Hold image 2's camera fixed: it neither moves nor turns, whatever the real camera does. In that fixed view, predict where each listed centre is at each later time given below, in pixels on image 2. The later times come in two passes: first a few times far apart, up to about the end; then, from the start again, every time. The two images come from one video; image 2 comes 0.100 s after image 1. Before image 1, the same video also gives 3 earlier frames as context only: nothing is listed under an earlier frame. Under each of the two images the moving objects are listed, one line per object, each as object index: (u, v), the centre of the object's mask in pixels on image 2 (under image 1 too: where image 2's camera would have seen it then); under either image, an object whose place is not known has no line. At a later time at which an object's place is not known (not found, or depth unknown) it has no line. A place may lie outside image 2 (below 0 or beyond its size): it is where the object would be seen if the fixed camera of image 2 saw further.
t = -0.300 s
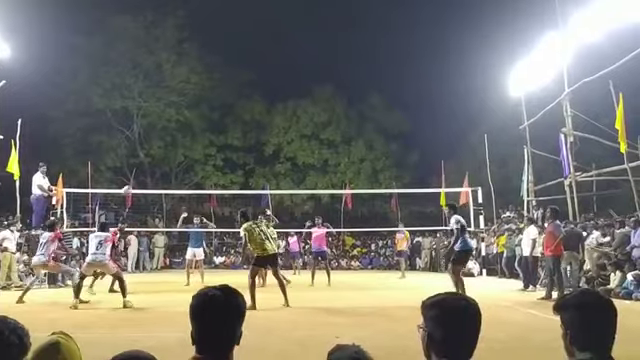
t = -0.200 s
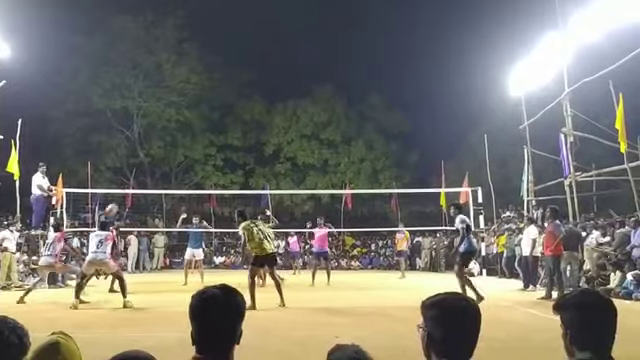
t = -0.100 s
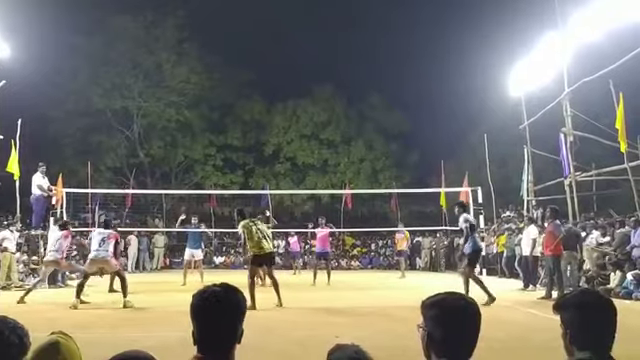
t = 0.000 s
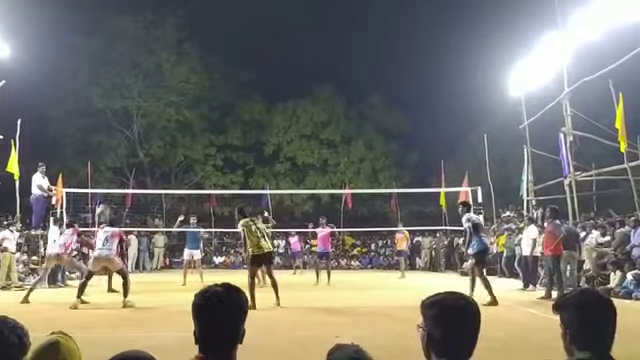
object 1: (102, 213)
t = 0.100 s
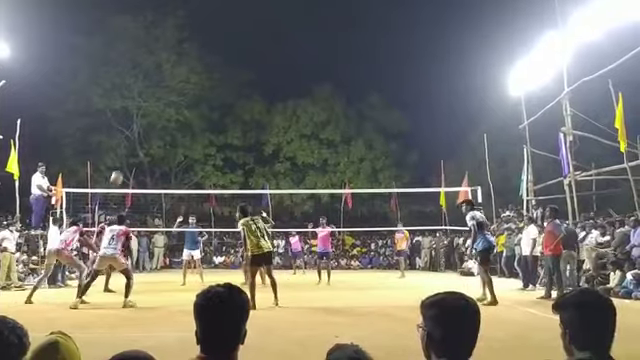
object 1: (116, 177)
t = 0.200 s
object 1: (128, 151)
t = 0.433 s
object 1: (153, 110)
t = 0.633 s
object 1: (172, 96)
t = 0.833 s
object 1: (189, 98)
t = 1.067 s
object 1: (207, 121)
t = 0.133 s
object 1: (120, 168)
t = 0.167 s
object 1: (124, 160)
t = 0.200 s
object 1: (128, 151)
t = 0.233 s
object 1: (132, 143)
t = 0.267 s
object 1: (136, 136)
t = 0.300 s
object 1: (139, 130)
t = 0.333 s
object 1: (143, 124)
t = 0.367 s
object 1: (147, 118)
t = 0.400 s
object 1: (150, 114)
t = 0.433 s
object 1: (153, 110)
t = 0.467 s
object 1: (157, 106)
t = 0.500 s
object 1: (160, 103)
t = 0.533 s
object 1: (163, 100)
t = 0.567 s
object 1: (166, 98)
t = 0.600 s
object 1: (169, 97)
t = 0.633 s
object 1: (172, 96)
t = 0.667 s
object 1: (175, 95)
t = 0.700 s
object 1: (178, 94)
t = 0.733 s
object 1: (181, 94)
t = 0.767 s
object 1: (183, 95)
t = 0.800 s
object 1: (186, 96)
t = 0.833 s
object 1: (189, 98)
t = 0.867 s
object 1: (192, 100)
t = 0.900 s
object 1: (194, 102)
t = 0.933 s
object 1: (197, 105)
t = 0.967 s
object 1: (199, 109)
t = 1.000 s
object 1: (202, 112)
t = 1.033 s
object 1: (204, 116)
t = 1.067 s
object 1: (207, 121)
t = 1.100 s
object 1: (209, 125)
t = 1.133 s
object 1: (212, 131)
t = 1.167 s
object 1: (214, 136)
